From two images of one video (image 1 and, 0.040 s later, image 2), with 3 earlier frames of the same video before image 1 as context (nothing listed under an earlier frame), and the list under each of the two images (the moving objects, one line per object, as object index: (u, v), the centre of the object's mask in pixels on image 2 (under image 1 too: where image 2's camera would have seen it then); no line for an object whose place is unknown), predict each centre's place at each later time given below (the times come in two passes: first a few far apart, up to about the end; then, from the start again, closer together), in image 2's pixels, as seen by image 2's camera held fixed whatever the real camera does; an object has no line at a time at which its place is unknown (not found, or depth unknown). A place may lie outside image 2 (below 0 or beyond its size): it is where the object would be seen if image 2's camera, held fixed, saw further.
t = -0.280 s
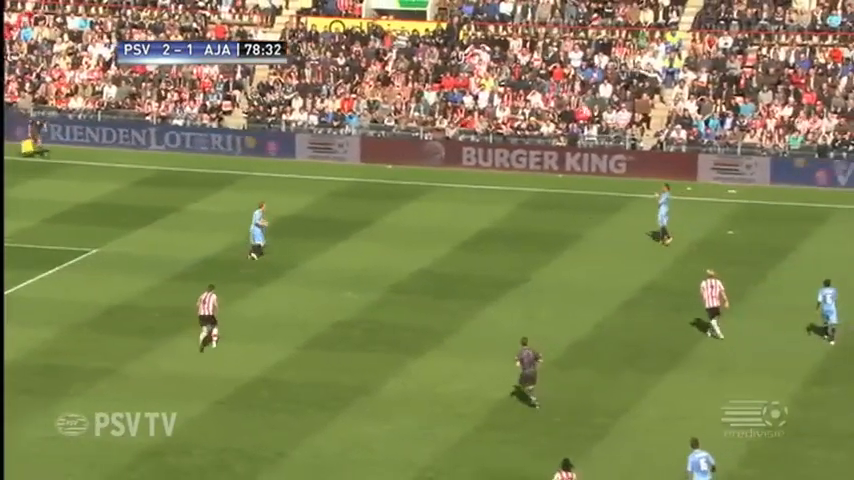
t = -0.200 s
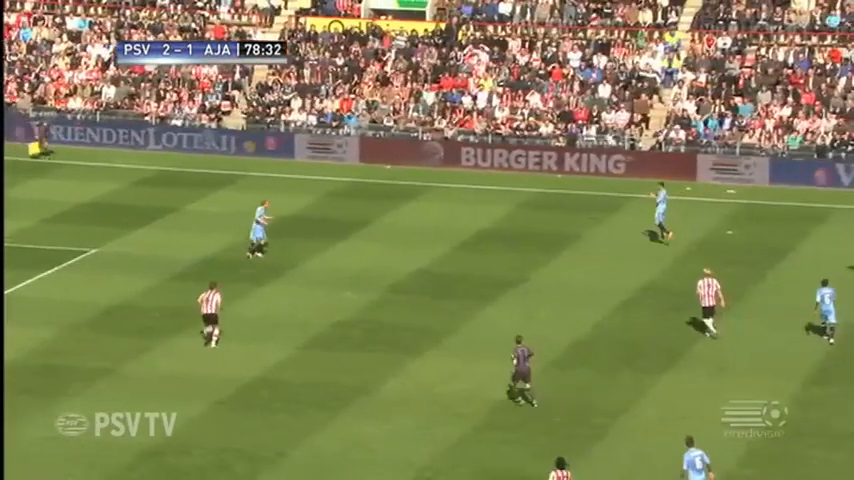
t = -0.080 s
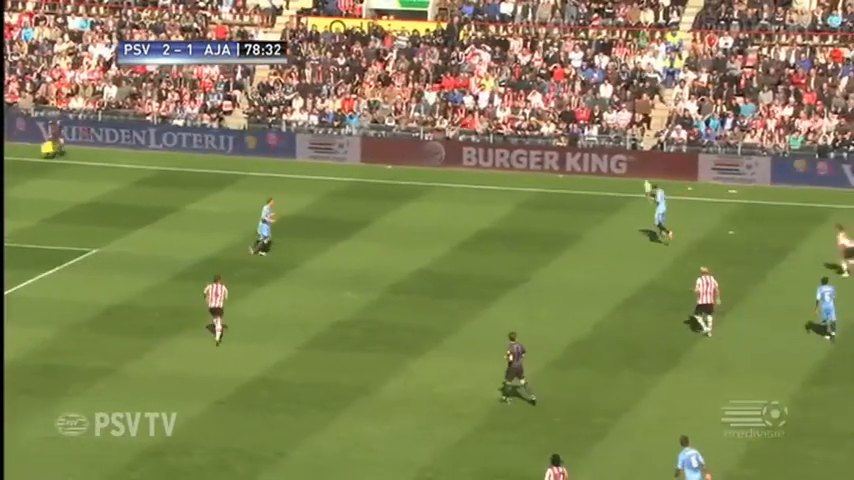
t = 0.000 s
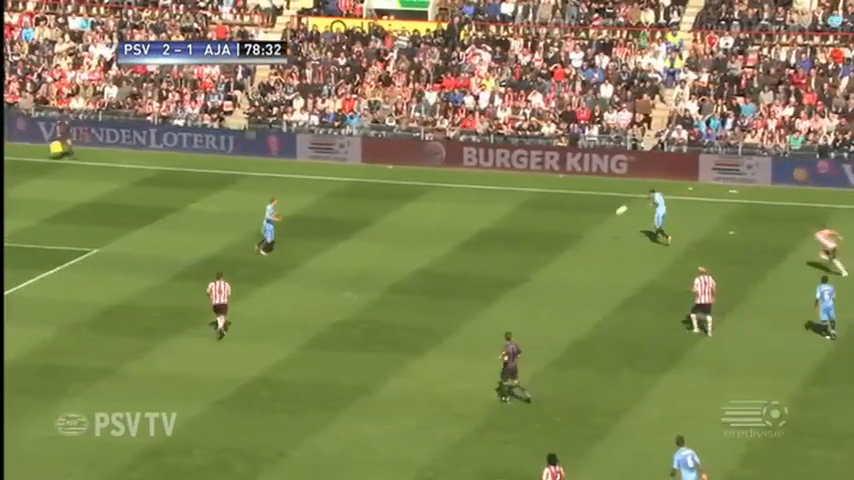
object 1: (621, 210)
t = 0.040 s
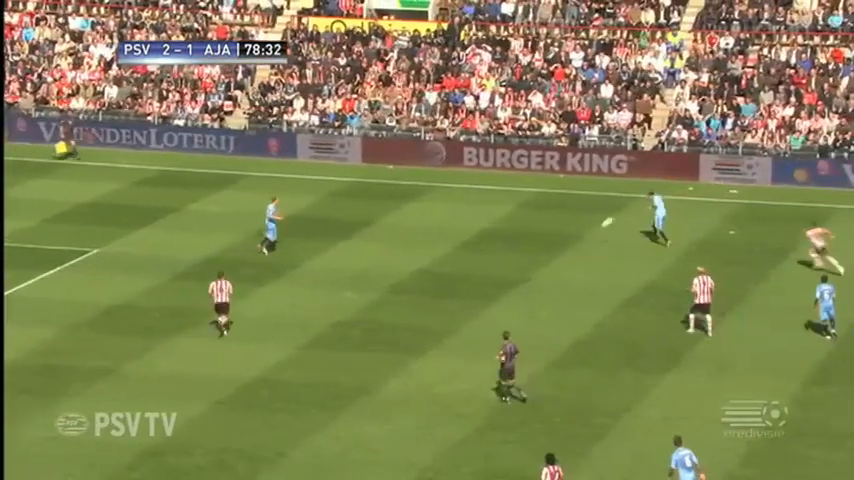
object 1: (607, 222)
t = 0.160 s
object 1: (571, 235)
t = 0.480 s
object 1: (506, 183)
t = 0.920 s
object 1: (419, 173)
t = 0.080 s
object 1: (592, 234)
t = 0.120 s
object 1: (579, 243)
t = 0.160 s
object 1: (571, 235)
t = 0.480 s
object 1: (506, 183)
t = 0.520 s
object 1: (498, 179)
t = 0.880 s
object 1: (427, 171)
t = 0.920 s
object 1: (419, 173)
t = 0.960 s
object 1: (412, 176)
